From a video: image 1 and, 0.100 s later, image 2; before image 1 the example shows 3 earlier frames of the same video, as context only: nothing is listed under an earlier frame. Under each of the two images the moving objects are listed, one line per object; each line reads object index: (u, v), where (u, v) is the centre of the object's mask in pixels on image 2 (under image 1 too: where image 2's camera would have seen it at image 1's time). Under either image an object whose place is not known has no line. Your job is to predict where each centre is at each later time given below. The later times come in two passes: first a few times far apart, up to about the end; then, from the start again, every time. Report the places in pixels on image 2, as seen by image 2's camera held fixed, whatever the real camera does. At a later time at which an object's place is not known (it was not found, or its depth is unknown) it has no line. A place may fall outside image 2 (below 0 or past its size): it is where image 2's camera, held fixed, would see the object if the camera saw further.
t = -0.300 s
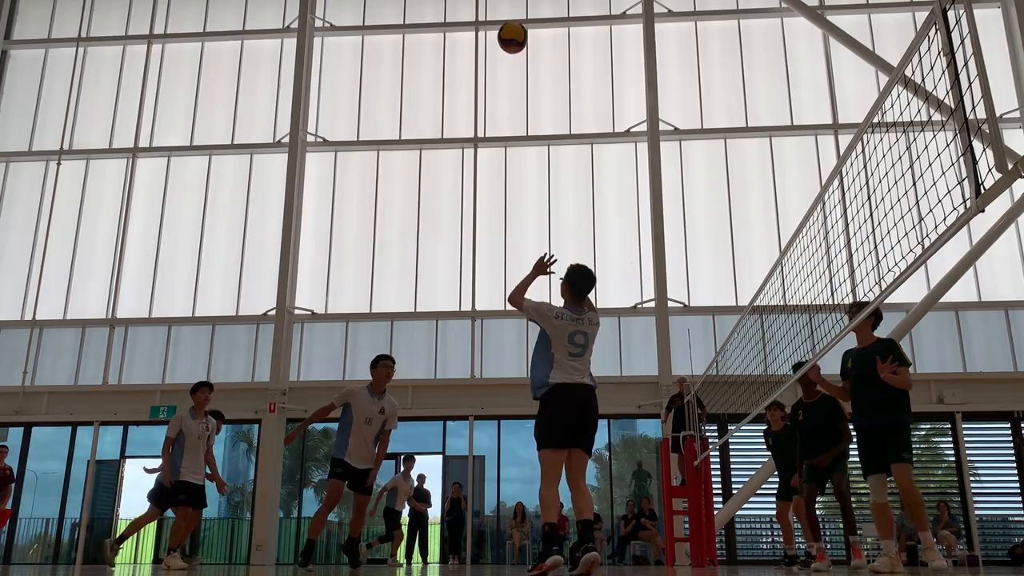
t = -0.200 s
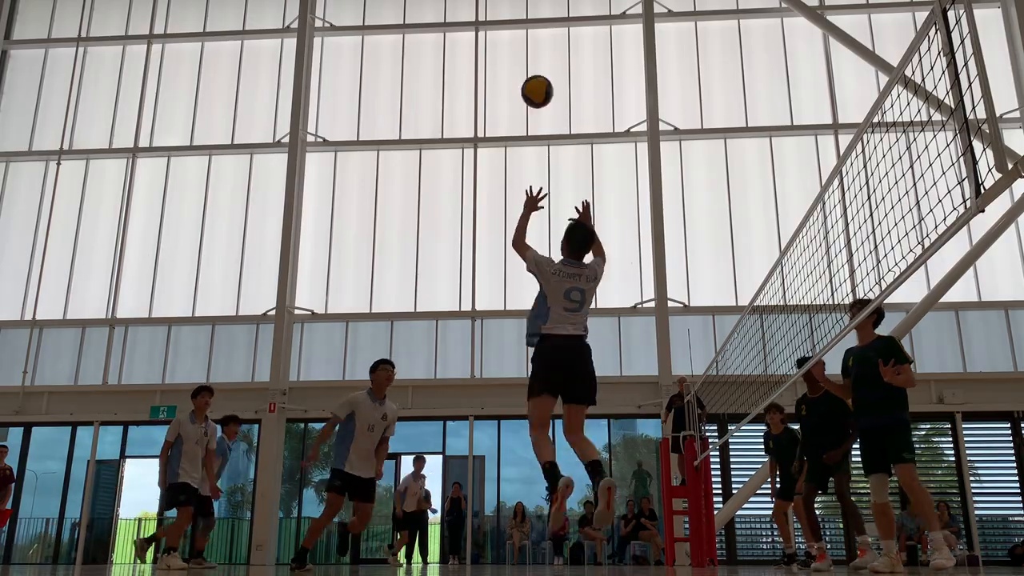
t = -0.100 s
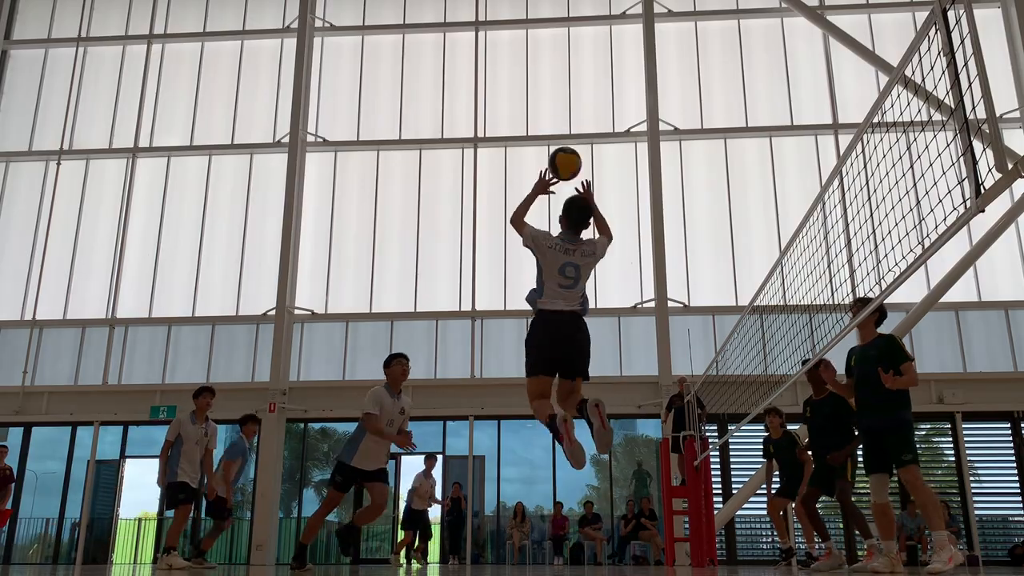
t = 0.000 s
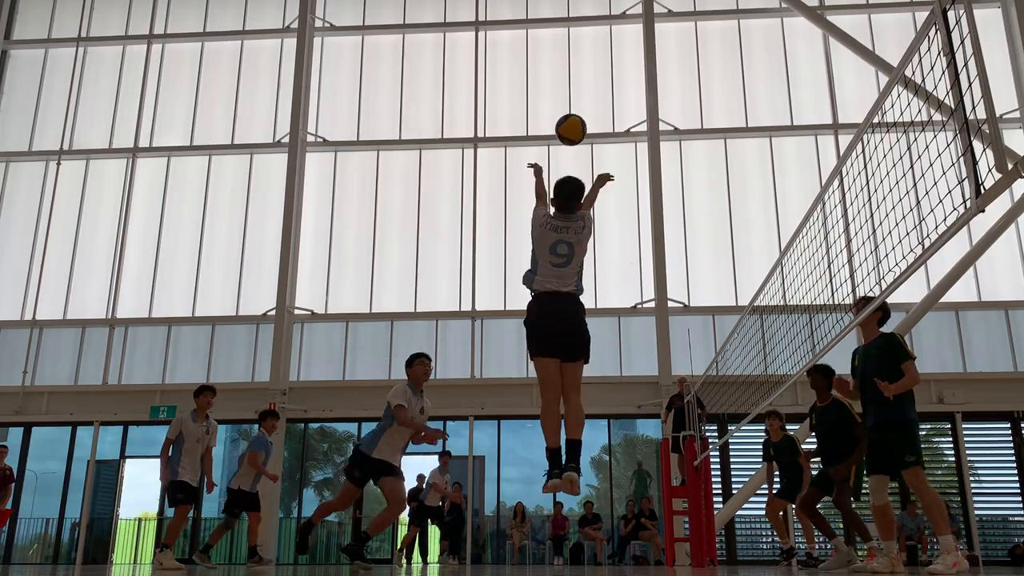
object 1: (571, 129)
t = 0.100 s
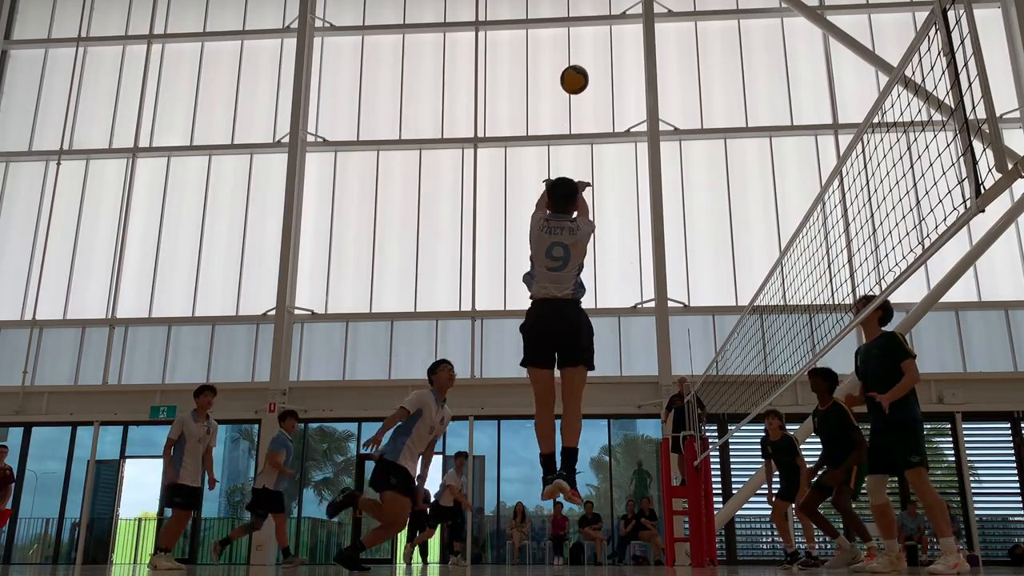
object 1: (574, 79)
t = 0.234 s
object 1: (578, 44)
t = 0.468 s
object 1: (583, 40)
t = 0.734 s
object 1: (590, 90)
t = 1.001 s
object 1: (597, 180)
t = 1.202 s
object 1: (603, 271)
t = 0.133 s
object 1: (575, 68)
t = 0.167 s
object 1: (576, 58)
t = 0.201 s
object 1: (577, 50)
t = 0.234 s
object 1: (578, 44)
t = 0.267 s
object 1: (578, 40)
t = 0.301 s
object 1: (579, 37)
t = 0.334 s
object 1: (580, 35)
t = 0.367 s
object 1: (580, 35)
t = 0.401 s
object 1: (581, 36)
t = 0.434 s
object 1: (582, 37)
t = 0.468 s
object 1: (583, 40)
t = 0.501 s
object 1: (584, 44)
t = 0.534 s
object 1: (585, 48)
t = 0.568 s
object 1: (586, 53)
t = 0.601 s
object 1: (587, 59)
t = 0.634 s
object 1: (588, 66)
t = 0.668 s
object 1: (589, 73)
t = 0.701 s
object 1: (589, 81)
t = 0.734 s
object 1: (590, 90)
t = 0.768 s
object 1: (591, 99)
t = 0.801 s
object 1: (592, 109)
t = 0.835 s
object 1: (592, 119)
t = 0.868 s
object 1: (593, 131)
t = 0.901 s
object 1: (594, 143)
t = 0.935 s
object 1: (595, 155)
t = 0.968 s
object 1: (596, 167)
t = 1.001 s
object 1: (597, 180)
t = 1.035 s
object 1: (598, 194)
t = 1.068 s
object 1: (599, 209)
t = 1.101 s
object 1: (600, 224)
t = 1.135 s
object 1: (601, 239)
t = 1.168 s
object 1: (603, 255)
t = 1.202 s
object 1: (603, 271)
